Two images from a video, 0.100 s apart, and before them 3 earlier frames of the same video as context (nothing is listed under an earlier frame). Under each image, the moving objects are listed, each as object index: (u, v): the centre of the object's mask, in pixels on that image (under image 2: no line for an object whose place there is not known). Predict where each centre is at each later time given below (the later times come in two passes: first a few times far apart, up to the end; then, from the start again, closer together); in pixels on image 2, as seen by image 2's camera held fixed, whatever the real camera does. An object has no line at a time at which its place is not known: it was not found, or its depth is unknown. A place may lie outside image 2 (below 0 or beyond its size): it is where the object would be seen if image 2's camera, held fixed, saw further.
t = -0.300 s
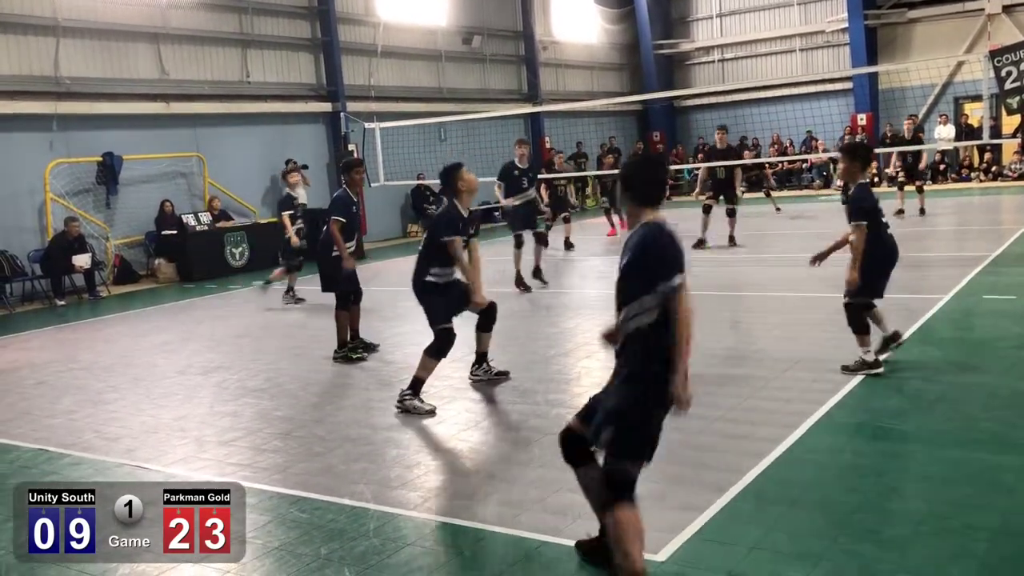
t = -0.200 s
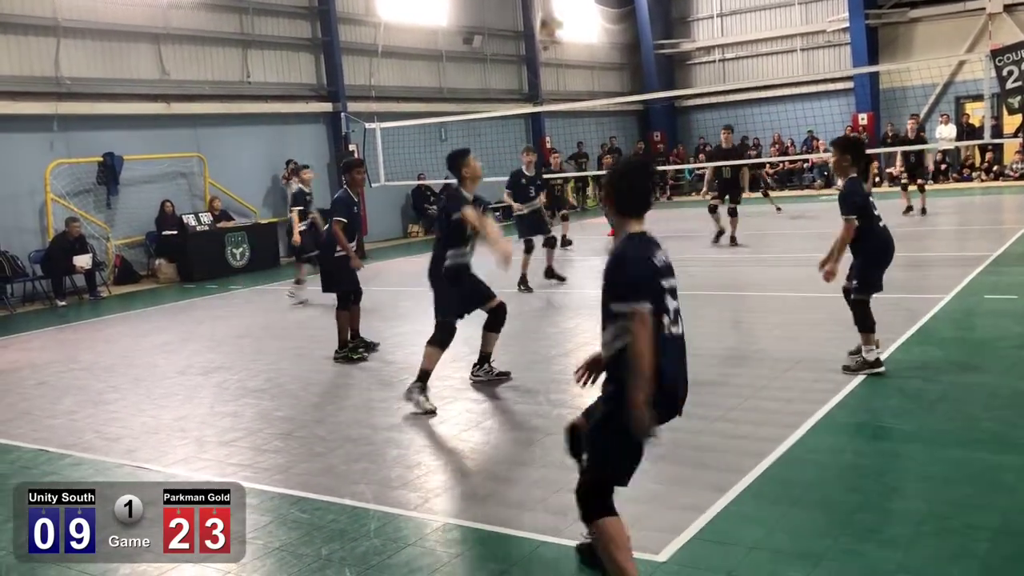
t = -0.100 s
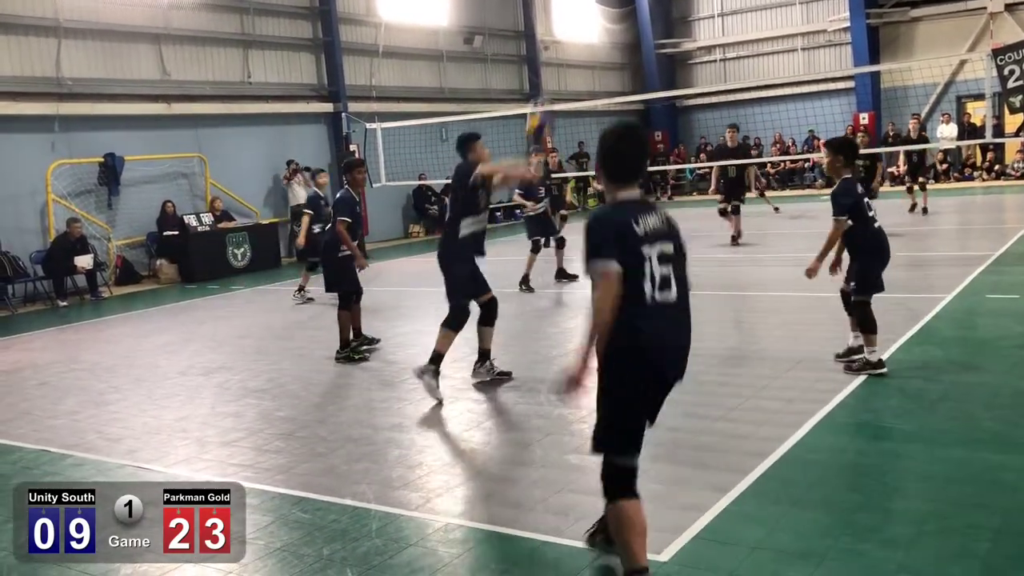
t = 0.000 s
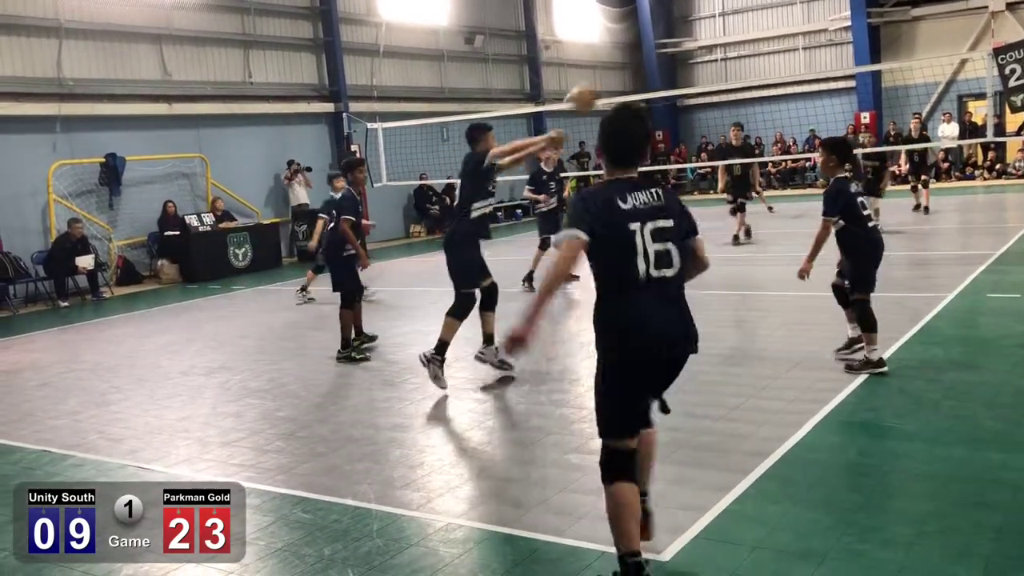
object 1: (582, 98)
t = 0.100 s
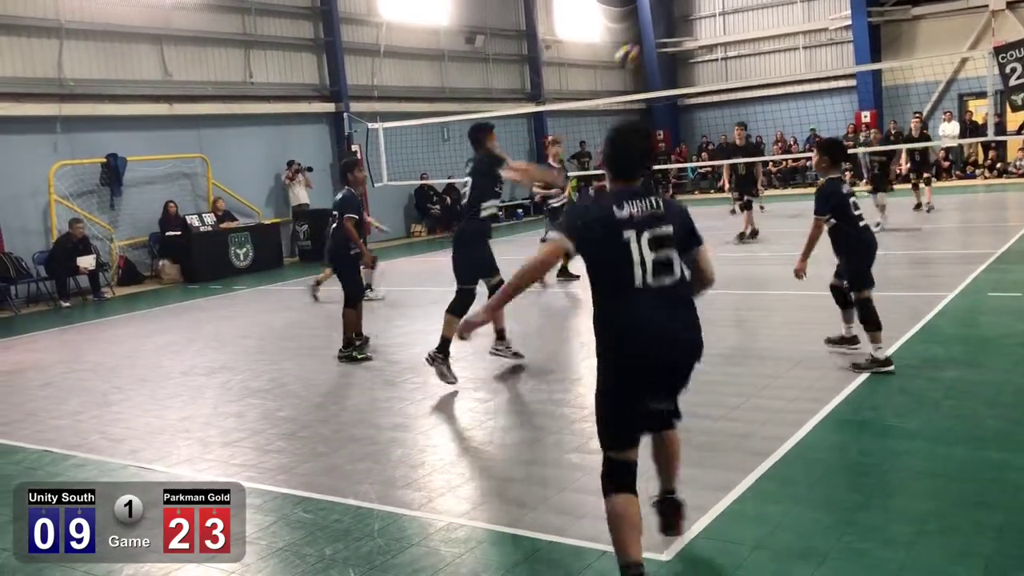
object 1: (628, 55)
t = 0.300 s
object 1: (695, 33)
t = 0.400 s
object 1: (723, 40)
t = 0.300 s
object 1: (695, 33)
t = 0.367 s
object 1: (714, 37)
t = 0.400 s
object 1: (723, 40)
